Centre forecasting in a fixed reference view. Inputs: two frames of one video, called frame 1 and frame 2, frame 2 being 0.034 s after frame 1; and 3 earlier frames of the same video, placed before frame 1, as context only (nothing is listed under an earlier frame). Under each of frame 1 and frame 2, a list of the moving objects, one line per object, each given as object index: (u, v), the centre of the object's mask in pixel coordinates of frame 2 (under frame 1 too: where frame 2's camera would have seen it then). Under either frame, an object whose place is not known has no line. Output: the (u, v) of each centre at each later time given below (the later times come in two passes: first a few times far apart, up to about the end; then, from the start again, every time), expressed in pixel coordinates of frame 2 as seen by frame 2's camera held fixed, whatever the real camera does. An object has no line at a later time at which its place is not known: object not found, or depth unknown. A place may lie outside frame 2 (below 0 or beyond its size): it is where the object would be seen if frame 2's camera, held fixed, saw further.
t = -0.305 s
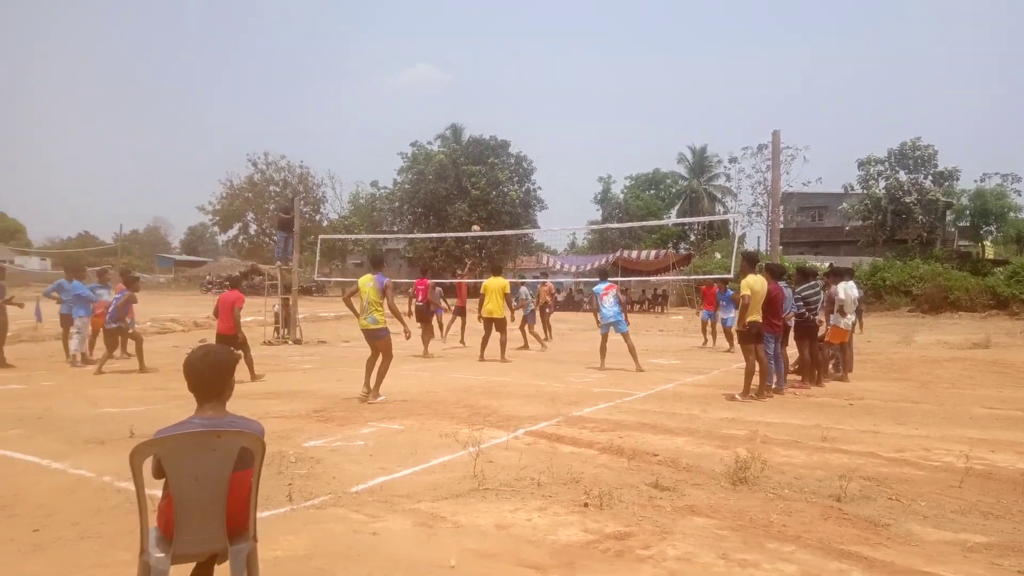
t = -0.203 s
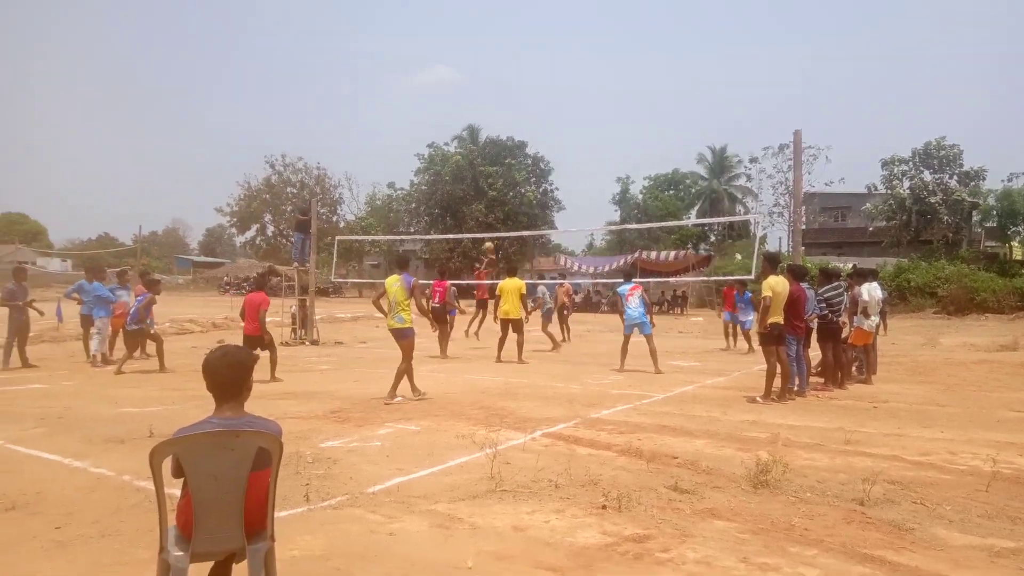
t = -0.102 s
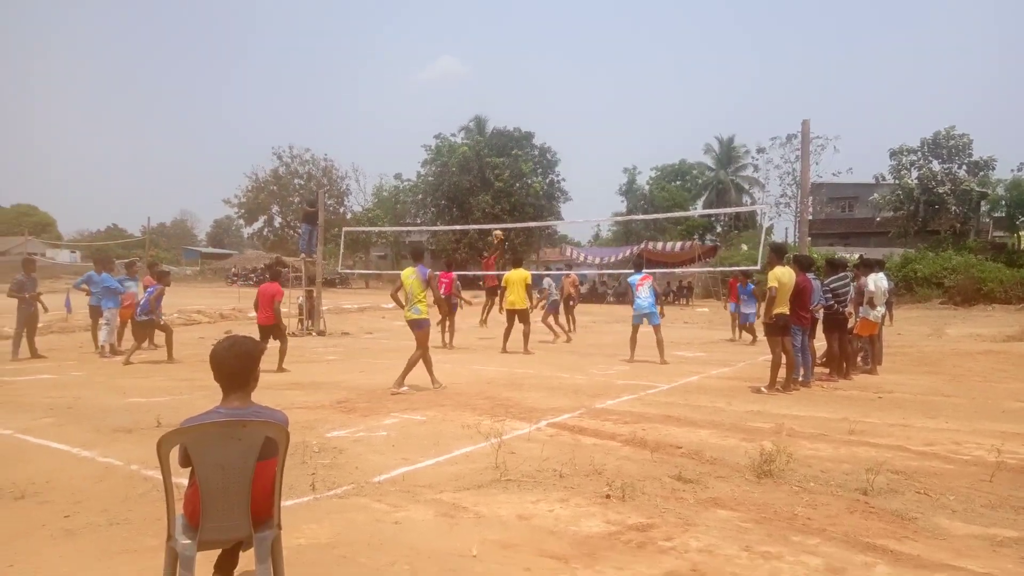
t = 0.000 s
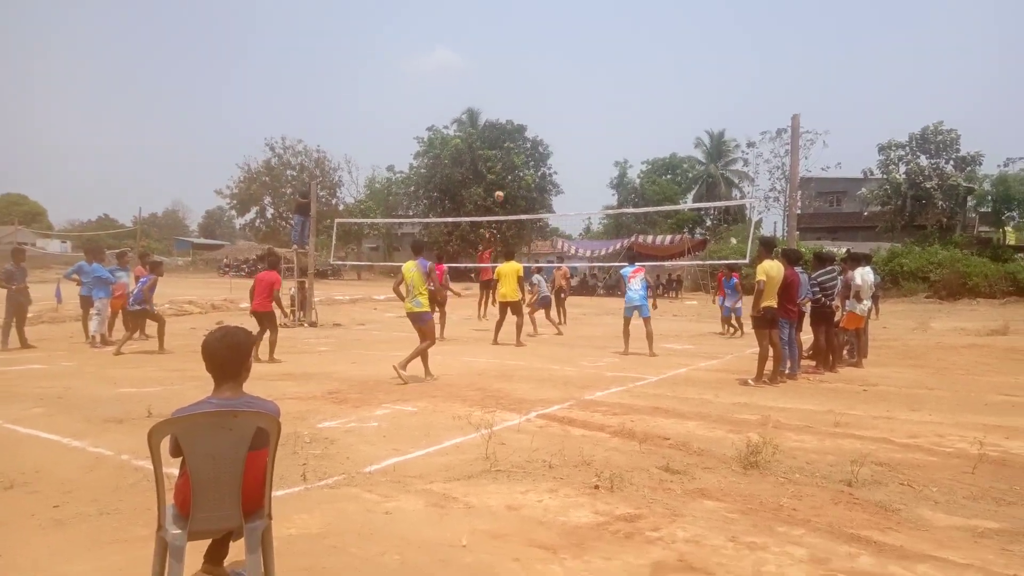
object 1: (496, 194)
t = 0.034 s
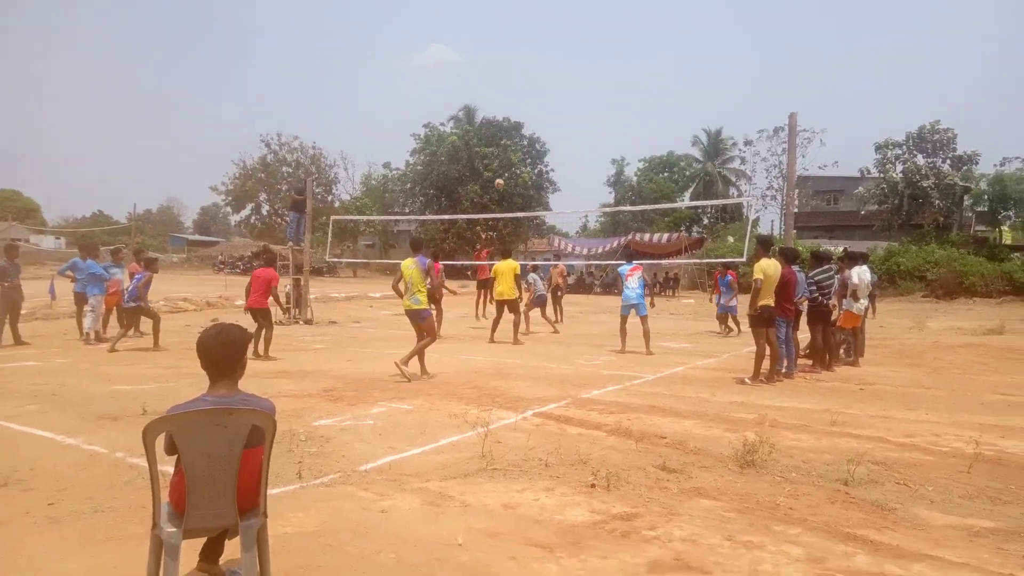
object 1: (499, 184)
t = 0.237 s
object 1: (520, 136)
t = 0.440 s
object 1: (541, 106)
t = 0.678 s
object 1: (568, 95)
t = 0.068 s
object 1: (502, 174)
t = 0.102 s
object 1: (506, 166)
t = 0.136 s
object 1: (510, 157)
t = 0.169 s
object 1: (513, 149)
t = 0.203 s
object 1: (517, 142)
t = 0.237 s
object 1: (520, 136)
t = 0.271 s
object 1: (522, 130)
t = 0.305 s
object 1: (526, 124)
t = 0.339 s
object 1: (529, 119)
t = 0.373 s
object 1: (533, 114)
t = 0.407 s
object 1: (537, 110)
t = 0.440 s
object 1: (541, 106)
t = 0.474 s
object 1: (545, 104)
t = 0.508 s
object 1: (549, 100)
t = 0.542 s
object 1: (552, 98)
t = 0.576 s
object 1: (556, 96)
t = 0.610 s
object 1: (560, 96)
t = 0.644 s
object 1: (564, 96)
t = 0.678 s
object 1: (568, 95)
